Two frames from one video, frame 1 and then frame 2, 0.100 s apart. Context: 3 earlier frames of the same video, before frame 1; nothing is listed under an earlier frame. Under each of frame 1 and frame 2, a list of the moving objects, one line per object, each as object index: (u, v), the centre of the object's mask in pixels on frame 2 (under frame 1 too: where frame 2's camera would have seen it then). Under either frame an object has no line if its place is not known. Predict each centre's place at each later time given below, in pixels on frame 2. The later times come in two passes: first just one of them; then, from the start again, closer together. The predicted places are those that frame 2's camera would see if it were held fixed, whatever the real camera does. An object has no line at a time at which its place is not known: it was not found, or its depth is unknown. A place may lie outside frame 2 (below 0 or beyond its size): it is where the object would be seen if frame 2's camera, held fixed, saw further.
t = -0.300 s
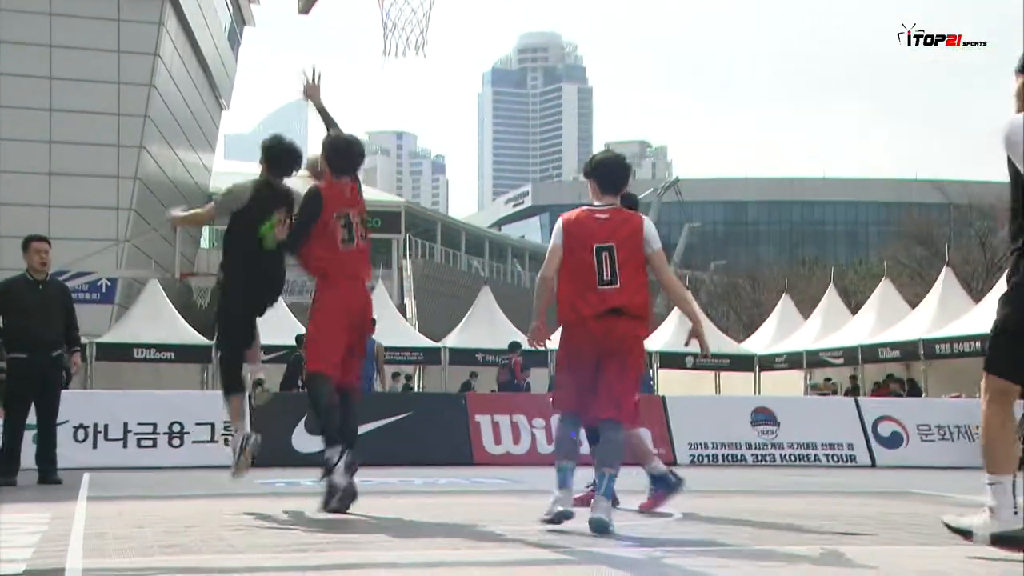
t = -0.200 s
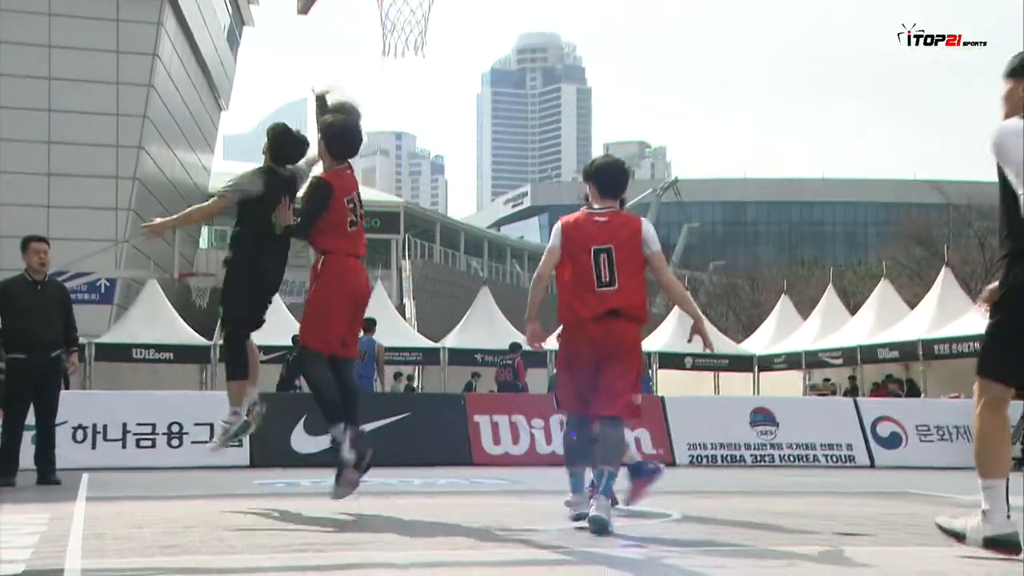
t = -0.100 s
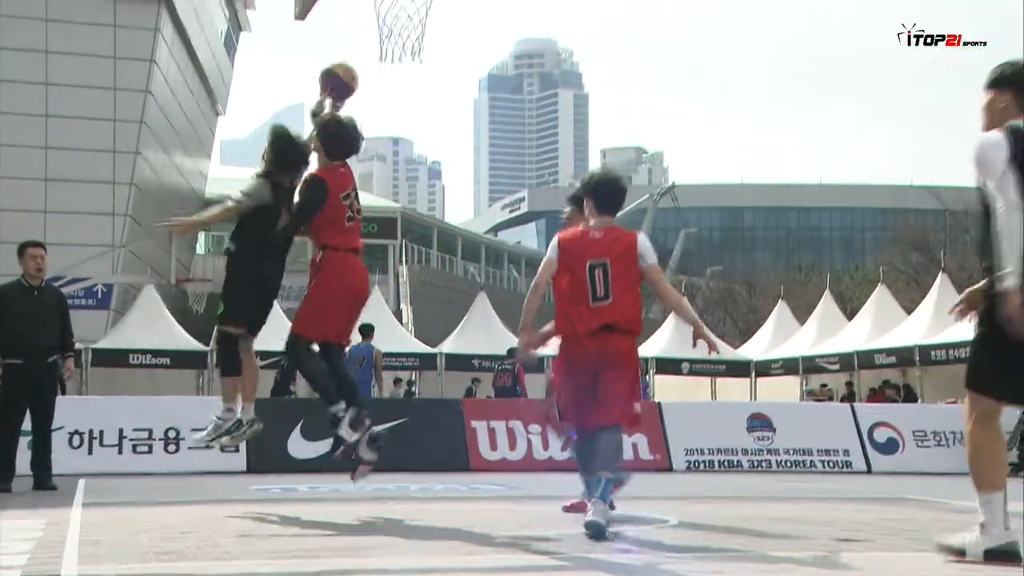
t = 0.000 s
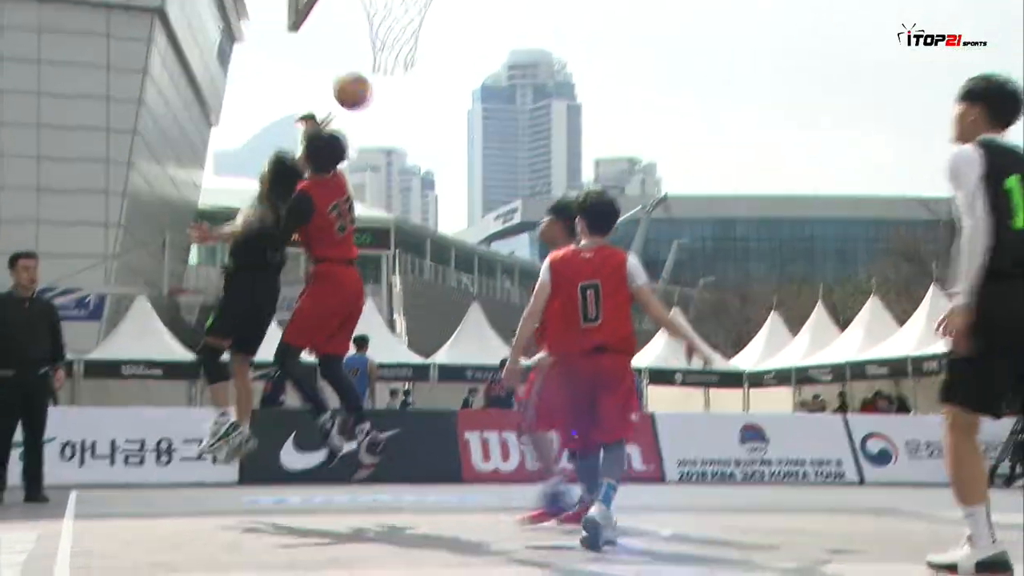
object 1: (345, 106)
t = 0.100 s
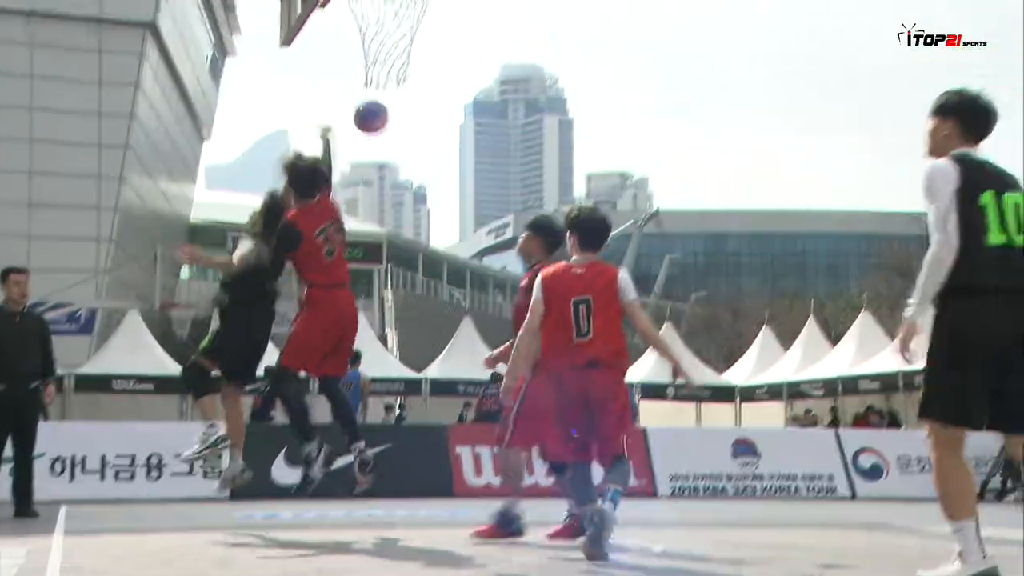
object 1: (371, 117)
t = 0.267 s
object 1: (398, 140)
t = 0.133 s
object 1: (378, 122)
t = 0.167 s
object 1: (383, 126)
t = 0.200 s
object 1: (389, 130)
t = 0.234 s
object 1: (394, 134)
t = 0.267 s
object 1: (398, 140)
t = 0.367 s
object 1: (412, 156)
